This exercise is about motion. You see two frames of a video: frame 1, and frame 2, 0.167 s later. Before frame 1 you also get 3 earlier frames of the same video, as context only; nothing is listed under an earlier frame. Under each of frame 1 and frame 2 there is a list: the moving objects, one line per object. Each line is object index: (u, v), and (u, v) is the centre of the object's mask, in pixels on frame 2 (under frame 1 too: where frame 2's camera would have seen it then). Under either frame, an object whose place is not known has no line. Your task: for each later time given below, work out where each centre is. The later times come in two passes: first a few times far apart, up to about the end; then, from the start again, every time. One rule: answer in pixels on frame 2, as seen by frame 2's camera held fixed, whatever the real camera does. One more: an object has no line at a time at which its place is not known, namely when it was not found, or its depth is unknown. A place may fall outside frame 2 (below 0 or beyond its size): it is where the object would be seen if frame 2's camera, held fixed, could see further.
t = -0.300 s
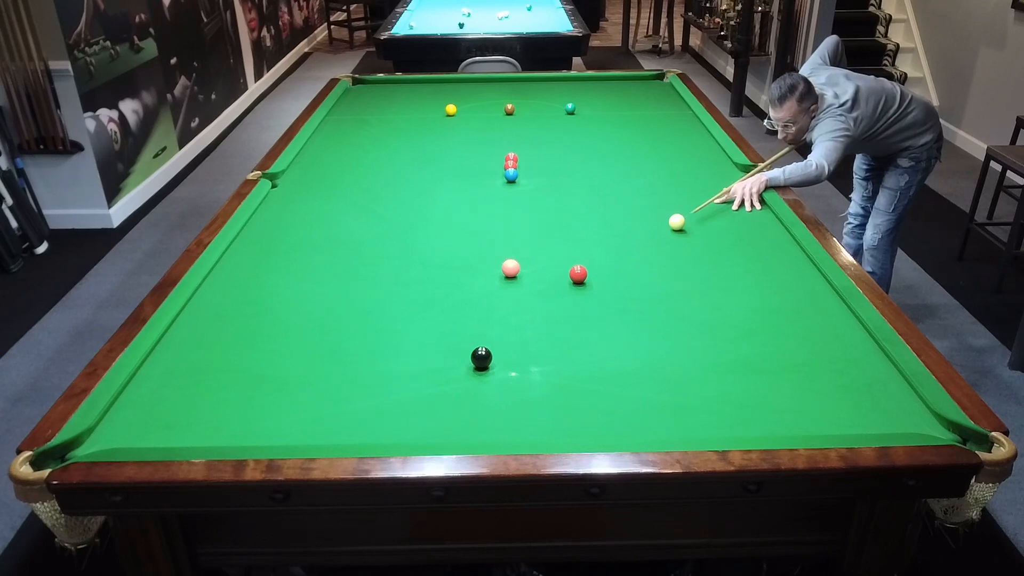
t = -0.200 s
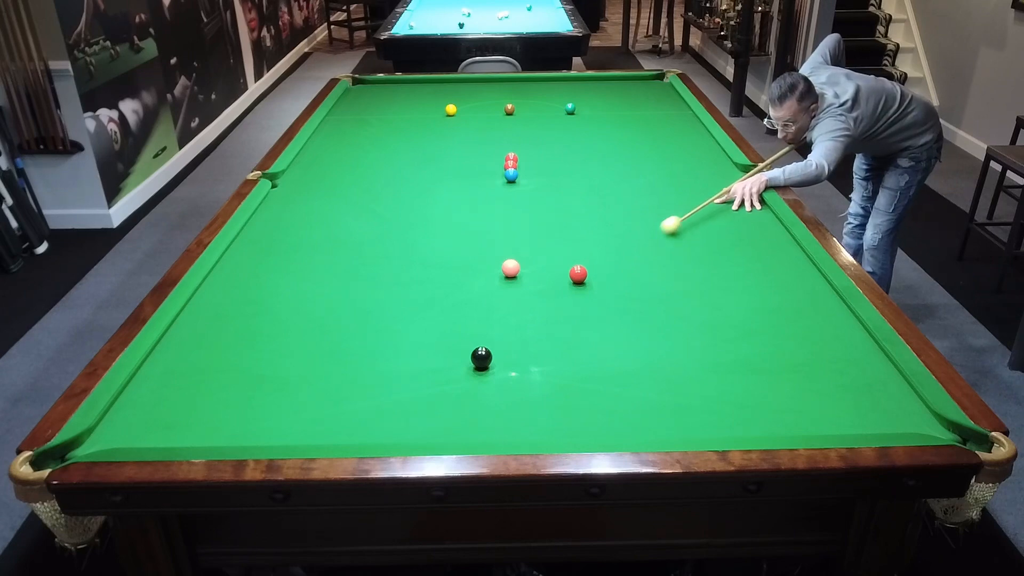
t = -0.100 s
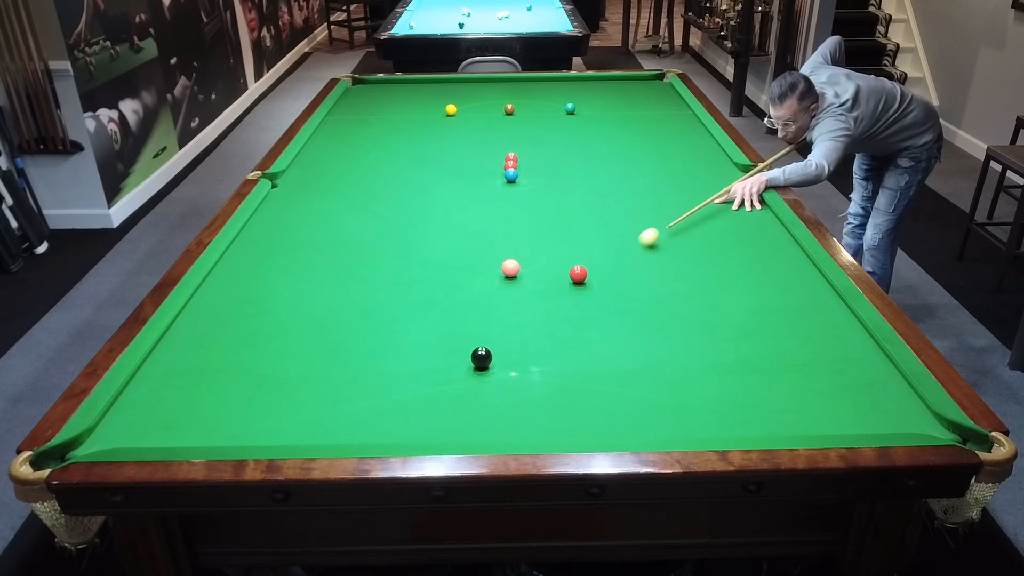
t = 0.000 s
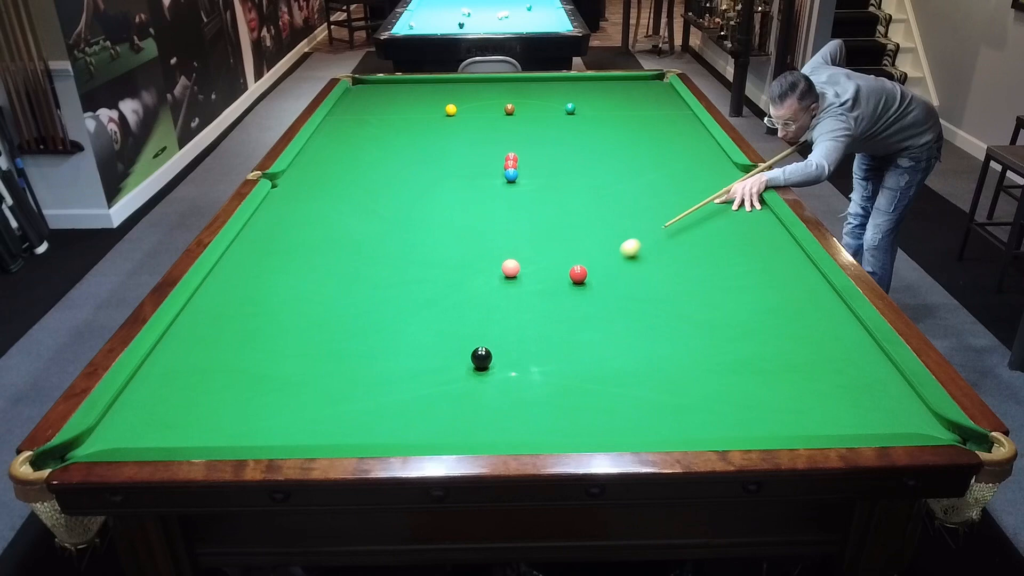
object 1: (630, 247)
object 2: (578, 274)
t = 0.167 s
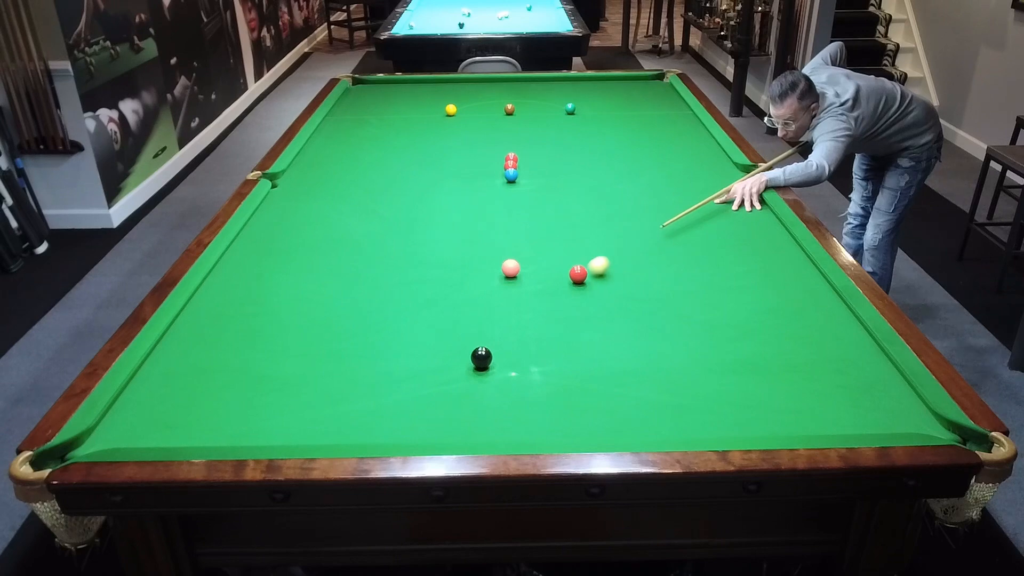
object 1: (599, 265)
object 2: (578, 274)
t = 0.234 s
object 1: (594, 271)
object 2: (570, 276)
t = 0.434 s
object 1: (593, 280)
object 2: (531, 289)
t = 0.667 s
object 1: (592, 292)
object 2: (489, 302)
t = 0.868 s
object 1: (591, 302)
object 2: (452, 314)
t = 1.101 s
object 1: (589, 312)
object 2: (409, 328)
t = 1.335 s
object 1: (587, 322)
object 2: (365, 342)
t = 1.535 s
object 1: (586, 331)
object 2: (327, 354)
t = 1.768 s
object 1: (585, 339)
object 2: (282, 368)
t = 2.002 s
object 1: (585, 347)
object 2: (238, 382)
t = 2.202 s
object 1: (585, 353)
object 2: (200, 394)
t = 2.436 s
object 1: (584, 359)
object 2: (156, 407)
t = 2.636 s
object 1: (584, 363)
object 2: (119, 418)
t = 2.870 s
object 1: (584, 366)
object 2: (119, 428)
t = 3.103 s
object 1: (583, 368)
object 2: (131, 435)
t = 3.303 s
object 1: (583, 369)
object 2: (141, 438)
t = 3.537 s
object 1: (583, 368)
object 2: (153, 439)
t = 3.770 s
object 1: (583, 368)
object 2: (163, 437)
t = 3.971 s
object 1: (583, 368)
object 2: (170, 436)
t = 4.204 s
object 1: (583, 368)
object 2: (175, 435)
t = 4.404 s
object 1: (583, 368)
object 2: (177, 435)
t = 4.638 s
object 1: (583, 368)
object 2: (177, 435)
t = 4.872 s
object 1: (583, 368)
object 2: (177, 435)
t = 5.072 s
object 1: (583, 368)
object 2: (177, 435)
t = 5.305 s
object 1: (583, 368)
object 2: (177, 435)
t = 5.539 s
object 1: (583, 368)
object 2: (177, 435)
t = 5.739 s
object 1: (583, 368)
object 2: (177, 435)
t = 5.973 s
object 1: (583, 368)
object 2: (177, 435)
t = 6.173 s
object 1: (583, 368)
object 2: (177, 435)
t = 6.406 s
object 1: (583, 368)
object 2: (177, 435)
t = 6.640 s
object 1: (583, 369)
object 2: (177, 435)
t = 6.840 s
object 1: (583, 368)
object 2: (177, 435)
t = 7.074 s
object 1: (583, 369)
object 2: (177, 435)
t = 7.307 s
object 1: (583, 368)
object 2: (177, 435)
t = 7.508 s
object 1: (583, 368)
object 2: (177, 435)
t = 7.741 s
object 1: (583, 368)
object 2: (177, 435)
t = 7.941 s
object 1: (583, 368)
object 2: (177, 435)
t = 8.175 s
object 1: (583, 368)
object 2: (177, 435)
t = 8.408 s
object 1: (583, 368)
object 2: (177, 435)
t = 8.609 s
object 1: (583, 368)
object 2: (177, 435)
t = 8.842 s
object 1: (583, 368)
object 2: (177, 435)
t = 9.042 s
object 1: (583, 368)
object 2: (177, 435)
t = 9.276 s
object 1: (583, 368)
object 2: (177, 435)
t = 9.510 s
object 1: (583, 368)
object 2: (177, 435)
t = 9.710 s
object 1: (583, 368)
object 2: (177, 435)
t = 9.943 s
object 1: (583, 368)
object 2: (177, 435)
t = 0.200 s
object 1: (593, 269)
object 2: (577, 274)
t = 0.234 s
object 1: (594, 271)
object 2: (570, 276)
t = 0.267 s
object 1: (594, 272)
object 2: (562, 278)
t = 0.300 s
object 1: (594, 273)
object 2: (555, 281)
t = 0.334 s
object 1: (594, 275)
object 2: (549, 283)
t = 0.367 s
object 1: (594, 277)
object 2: (543, 285)
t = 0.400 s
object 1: (594, 279)
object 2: (537, 287)
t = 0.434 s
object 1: (593, 280)
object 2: (531, 289)
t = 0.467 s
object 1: (593, 282)
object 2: (525, 291)
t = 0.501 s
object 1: (593, 284)
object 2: (520, 292)
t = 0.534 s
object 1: (593, 285)
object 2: (513, 294)
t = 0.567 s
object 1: (592, 287)
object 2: (507, 296)
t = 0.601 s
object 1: (592, 289)
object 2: (501, 298)
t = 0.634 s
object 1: (592, 290)
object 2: (495, 300)
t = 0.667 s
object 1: (592, 292)
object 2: (489, 302)
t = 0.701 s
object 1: (592, 294)
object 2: (483, 304)
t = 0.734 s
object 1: (591, 295)
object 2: (477, 306)
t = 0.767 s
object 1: (591, 297)
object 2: (471, 308)
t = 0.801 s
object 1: (591, 298)
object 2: (464, 310)
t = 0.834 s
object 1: (591, 300)
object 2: (458, 312)
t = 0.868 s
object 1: (591, 302)
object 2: (452, 314)
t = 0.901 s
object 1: (590, 303)
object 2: (446, 316)
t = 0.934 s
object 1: (590, 305)
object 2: (440, 318)
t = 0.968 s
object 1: (590, 306)
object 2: (433, 320)
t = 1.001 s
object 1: (590, 308)
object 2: (427, 322)
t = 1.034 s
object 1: (589, 309)
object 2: (421, 324)
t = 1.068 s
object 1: (589, 311)
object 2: (415, 326)
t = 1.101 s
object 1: (589, 312)
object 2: (409, 328)
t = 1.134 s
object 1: (589, 314)
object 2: (402, 330)
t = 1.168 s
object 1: (588, 315)
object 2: (396, 332)
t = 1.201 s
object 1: (588, 317)
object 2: (390, 334)
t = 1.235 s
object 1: (588, 318)
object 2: (383, 336)
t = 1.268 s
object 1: (588, 320)
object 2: (377, 338)
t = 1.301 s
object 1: (587, 321)
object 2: (371, 340)
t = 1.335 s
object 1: (587, 322)
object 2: (365, 342)
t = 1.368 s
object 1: (587, 324)
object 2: (358, 344)
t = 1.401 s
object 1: (587, 325)
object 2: (352, 346)
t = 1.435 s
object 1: (586, 327)
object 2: (345, 348)
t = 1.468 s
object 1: (586, 328)
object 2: (339, 350)
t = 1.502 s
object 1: (586, 329)
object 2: (333, 352)
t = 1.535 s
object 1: (586, 331)
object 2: (327, 354)
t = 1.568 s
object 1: (586, 332)
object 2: (320, 356)
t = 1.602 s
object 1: (586, 333)
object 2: (314, 358)
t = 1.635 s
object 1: (586, 334)
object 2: (307, 360)
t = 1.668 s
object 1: (586, 336)
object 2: (301, 362)
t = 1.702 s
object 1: (585, 337)
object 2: (294, 364)
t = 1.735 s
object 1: (585, 338)
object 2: (288, 366)
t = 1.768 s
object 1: (585, 339)
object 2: (282, 368)
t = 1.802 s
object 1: (585, 341)
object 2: (276, 370)
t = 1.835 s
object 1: (585, 342)
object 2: (269, 372)
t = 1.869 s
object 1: (585, 343)
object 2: (263, 374)
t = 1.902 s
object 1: (585, 344)
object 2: (257, 376)
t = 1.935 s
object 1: (585, 345)
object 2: (250, 378)
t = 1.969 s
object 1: (585, 346)
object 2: (244, 380)
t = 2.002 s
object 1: (585, 347)
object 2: (238, 382)
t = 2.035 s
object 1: (585, 348)
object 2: (231, 384)
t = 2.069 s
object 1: (585, 349)
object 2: (225, 386)
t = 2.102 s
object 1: (585, 350)
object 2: (219, 388)
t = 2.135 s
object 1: (585, 351)
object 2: (212, 390)
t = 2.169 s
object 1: (585, 352)
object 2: (206, 391)
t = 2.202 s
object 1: (585, 353)
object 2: (200, 394)
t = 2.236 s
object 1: (585, 354)
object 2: (193, 396)
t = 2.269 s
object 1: (585, 355)
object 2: (187, 398)
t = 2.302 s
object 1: (585, 356)
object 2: (181, 399)
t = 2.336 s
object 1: (585, 356)
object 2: (175, 401)
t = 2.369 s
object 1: (585, 357)
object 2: (169, 403)
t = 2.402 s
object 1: (585, 358)
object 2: (162, 405)
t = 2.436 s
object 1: (584, 359)
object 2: (156, 407)
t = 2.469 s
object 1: (585, 359)
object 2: (150, 409)
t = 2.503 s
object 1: (584, 360)
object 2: (144, 411)
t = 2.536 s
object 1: (584, 361)
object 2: (138, 413)
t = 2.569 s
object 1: (584, 361)
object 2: (132, 415)
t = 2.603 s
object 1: (584, 362)
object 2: (125, 417)
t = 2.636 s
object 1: (584, 363)
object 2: (119, 418)
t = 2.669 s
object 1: (584, 363)
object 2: (113, 420)
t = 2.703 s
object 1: (584, 364)
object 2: (109, 422)
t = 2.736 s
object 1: (584, 364)
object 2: (111, 424)
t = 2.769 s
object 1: (584, 365)
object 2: (113, 425)
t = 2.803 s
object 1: (584, 365)
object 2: (115, 426)
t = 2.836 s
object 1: (584, 366)
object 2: (117, 427)
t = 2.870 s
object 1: (584, 366)
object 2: (119, 428)
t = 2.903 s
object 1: (584, 366)
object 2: (121, 429)
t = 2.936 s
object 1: (584, 367)
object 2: (122, 431)
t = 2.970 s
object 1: (584, 367)
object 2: (124, 432)
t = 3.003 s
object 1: (584, 367)
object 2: (126, 433)
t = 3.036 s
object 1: (584, 367)
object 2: (128, 433)
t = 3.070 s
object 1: (583, 368)
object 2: (130, 434)
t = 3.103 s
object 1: (583, 368)
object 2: (131, 435)
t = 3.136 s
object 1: (583, 368)
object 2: (133, 436)
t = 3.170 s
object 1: (583, 368)
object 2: (135, 436)
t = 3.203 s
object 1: (583, 368)
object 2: (137, 437)
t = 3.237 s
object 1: (583, 368)
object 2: (138, 437)
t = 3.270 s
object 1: (583, 369)
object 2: (140, 438)
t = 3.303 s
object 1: (583, 369)
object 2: (141, 438)
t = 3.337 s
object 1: (583, 369)
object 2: (143, 439)
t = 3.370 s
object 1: (583, 369)
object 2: (144, 439)
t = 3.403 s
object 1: (583, 369)
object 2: (146, 440)
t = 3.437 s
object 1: (583, 369)
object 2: (147, 440)
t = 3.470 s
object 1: (583, 369)
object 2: (149, 439)
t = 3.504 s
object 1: (583, 368)
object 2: (151, 439)
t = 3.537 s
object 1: (583, 368)
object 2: (153, 439)
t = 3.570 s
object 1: (583, 368)
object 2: (155, 439)
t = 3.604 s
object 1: (583, 368)
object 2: (156, 438)
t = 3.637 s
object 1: (583, 368)
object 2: (158, 438)
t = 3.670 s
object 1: (583, 368)
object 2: (159, 438)
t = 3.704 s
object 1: (583, 368)
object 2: (161, 437)
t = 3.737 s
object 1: (583, 368)
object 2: (162, 437)
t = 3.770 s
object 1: (583, 368)
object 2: (163, 437)
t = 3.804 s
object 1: (583, 368)
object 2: (165, 437)
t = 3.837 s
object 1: (583, 368)
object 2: (166, 437)
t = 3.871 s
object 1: (583, 368)
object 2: (167, 437)
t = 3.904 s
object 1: (583, 368)
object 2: (168, 436)
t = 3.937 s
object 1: (583, 368)
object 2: (169, 436)
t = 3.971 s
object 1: (583, 368)
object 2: (170, 436)
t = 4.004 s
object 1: (583, 368)
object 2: (171, 436)
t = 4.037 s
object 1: (583, 368)
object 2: (172, 436)
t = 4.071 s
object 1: (583, 368)
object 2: (173, 436)
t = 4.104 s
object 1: (583, 368)
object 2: (174, 436)
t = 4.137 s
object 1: (583, 368)
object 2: (174, 435)
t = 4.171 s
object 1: (583, 368)
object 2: (175, 435)
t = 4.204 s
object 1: (583, 368)
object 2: (175, 435)
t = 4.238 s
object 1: (583, 368)
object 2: (176, 435)
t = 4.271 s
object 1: (583, 368)
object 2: (176, 435)
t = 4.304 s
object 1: (583, 368)
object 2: (177, 435)
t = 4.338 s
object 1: (583, 368)
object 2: (177, 435)
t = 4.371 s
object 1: (583, 368)
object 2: (177, 435)
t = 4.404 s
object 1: (583, 368)
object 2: (177, 435)
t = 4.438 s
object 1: (583, 368)
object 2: (177, 435)
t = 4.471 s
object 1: (583, 368)
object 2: (177, 435)
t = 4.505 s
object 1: (583, 368)
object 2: (177, 435)
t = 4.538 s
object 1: (583, 368)
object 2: (177, 435)
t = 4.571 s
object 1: (583, 368)
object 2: (177, 435)
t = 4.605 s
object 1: (583, 368)
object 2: (177, 435)
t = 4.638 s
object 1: (583, 368)
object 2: (177, 435)
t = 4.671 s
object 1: (583, 368)
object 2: (177, 435)
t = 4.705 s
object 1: (583, 368)
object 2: (177, 435)
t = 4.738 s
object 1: (583, 368)
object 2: (177, 435)
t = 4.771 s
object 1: (583, 368)
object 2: (177, 435)
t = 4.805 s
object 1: (583, 368)
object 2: (177, 435)
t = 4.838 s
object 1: (583, 368)
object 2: (177, 435)
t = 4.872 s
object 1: (583, 368)
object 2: (177, 435)
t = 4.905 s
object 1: (583, 368)
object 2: (177, 435)
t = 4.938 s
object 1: (583, 368)
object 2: (177, 435)
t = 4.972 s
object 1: (583, 368)
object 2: (177, 435)
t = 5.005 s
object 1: (583, 368)
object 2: (177, 435)
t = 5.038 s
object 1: (583, 368)
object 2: (177, 435)
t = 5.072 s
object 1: (583, 368)
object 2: (177, 435)
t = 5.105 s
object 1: (583, 368)
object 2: (177, 435)
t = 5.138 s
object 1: (583, 368)
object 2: (177, 435)
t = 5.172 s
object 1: (583, 368)
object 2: (177, 435)
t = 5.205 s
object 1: (583, 368)
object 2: (177, 435)
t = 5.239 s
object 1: (583, 368)
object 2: (177, 435)
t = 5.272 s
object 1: (583, 368)
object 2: (177, 435)
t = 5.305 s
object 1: (583, 368)
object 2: (177, 435)
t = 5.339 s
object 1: (583, 368)
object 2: (177, 435)
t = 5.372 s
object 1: (583, 368)
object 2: (177, 435)
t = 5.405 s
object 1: (583, 368)
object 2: (177, 435)
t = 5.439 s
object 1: (583, 368)
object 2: (177, 435)
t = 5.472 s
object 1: (583, 368)
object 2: (177, 435)
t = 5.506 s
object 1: (583, 368)
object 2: (177, 435)
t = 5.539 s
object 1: (583, 368)
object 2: (177, 435)
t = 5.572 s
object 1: (583, 368)
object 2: (177, 435)
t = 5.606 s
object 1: (583, 368)
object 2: (177, 435)
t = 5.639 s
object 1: (583, 368)
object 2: (177, 435)
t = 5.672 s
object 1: (583, 368)
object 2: (177, 435)
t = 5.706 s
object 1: (583, 368)
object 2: (177, 435)
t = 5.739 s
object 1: (583, 368)
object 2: (177, 435)
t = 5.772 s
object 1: (583, 368)
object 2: (177, 435)
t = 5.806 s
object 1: (583, 368)
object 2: (177, 435)
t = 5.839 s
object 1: (583, 368)
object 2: (177, 435)
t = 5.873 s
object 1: (583, 368)
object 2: (177, 435)
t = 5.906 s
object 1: (583, 368)
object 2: (177, 435)
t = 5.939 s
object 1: (583, 368)
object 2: (177, 435)
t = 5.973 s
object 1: (583, 368)
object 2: (177, 435)
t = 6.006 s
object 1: (583, 368)
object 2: (177, 435)
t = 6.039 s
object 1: (583, 368)
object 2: (177, 435)
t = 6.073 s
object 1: (583, 368)
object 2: (177, 435)
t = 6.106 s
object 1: (583, 368)
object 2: (177, 435)
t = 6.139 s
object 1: (583, 368)
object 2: (177, 435)
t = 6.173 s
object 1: (583, 368)
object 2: (177, 435)
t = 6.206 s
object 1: (583, 368)
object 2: (177, 435)
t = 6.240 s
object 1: (583, 368)
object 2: (177, 435)
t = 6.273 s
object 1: (583, 368)
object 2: (177, 435)
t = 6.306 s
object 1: (583, 368)
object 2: (177, 435)
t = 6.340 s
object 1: (583, 368)
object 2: (177, 435)
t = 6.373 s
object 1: (583, 368)
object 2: (177, 435)
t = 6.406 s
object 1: (583, 368)
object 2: (177, 435)
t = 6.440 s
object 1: (583, 368)
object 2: (177, 435)
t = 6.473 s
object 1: (583, 368)
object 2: (177, 435)
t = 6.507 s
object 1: (583, 368)
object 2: (177, 435)
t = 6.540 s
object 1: (583, 369)
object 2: (177, 435)
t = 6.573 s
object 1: (583, 368)
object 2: (177, 435)
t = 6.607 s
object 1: (583, 369)
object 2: (177, 435)
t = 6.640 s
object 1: (583, 369)
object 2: (177, 435)
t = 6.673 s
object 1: (583, 369)
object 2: (177, 435)
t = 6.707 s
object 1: (583, 368)
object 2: (177, 435)
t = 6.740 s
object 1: (583, 369)
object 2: (177, 435)
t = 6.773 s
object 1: (583, 369)
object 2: (177, 435)
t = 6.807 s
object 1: (583, 369)
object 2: (177, 435)
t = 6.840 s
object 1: (583, 368)
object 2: (177, 435)
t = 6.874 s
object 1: (583, 369)
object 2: (177, 435)
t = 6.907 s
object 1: (583, 369)
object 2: (177, 435)
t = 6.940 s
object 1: (583, 369)
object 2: (177, 435)
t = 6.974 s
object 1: (583, 369)
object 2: (177, 435)
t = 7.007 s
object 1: (583, 368)
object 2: (177, 435)
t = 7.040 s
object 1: (583, 369)
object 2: (177, 435)
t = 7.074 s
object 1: (583, 369)
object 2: (177, 435)
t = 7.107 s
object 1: (583, 369)
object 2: (177, 435)
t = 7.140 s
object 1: (583, 368)
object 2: (177, 435)
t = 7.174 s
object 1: (583, 368)
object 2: (177, 435)
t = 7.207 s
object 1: (583, 368)
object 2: (177, 435)
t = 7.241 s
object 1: (583, 368)
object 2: (177, 435)
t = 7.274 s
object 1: (583, 368)
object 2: (177, 435)
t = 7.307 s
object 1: (583, 368)
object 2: (177, 435)
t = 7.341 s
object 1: (583, 368)
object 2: (177, 435)
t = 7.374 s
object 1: (583, 368)
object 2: (177, 435)
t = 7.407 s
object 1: (583, 368)
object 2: (177, 435)
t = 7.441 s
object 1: (583, 368)
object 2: (177, 435)
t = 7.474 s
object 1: (583, 368)
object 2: (177, 435)
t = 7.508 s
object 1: (583, 368)
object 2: (177, 435)
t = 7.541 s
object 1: (583, 369)
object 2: (177, 435)
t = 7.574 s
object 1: (583, 369)
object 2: (177, 435)
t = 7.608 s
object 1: (583, 368)
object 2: (177, 435)
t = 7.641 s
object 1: (583, 368)
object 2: (177, 435)
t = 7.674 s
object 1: (583, 368)
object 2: (177, 435)
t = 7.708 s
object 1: (583, 368)
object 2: (177, 435)
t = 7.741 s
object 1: (583, 368)
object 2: (177, 435)
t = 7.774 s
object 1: (583, 368)
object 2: (177, 435)
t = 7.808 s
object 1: (583, 368)
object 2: (177, 435)
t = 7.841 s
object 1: (583, 368)
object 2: (177, 435)
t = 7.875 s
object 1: (583, 368)
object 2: (177, 435)
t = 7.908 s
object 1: (583, 368)
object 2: (177, 435)
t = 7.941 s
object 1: (583, 368)
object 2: (177, 435)
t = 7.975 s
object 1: (583, 368)
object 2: (177, 435)
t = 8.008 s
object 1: (583, 368)
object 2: (177, 435)
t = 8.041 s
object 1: (583, 369)
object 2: (177, 435)
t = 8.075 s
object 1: (583, 369)
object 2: (177, 435)
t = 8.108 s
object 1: (583, 368)
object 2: (177, 435)
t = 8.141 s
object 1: (583, 368)
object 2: (177, 435)
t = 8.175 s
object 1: (583, 368)
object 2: (177, 435)
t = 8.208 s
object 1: (583, 368)
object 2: (177, 435)
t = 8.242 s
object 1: (583, 368)
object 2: (177, 435)
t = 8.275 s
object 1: (583, 368)
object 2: (177, 435)
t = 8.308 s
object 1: (583, 368)
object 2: (177, 435)
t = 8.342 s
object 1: (583, 368)
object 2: (177, 435)
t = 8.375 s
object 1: (583, 368)
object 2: (177, 435)
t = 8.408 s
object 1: (583, 368)
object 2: (177, 435)
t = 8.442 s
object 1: (583, 368)
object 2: (177, 435)
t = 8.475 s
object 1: (583, 368)
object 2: (177, 435)
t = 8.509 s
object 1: (583, 368)
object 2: (177, 435)
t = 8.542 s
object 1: (583, 368)
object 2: (177, 435)
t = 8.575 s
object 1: (583, 368)
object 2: (177, 435)
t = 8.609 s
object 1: (583, 368)
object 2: (177, 435)
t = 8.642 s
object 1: (583, 368)
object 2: (177, 435)
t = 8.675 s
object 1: (583, 368)
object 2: (177, 435)
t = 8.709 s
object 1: (583, 368)
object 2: (177, 435)
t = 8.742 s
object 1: (583, 368)
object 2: (177, 435)
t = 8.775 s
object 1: (583, 368)
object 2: (177, 435)
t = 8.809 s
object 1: (583, 368)
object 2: (177, 435)
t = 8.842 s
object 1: (583, 368)
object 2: (177, 435)
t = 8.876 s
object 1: (583, 368)
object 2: (177, 435)
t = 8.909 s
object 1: (583, 368)
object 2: (177, 435)
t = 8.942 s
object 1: (583, 368)
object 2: (177, 435)
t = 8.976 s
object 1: (583, 368)
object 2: (177, 435)
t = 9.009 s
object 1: (583, 368)
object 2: (177, 435)
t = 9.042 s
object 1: (583, 368)
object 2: (177, 435)
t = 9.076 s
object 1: (583, 368)
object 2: (177, 435)
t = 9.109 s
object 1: (583, 368)
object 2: (177, 435)
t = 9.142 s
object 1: (583, 368)
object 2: (177, 435)
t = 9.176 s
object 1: (583, 368)
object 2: (177, 435)
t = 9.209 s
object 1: (583, 368)
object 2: (177, 435)
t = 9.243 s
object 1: (583, 368)
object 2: (177, 435)
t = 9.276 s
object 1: (583, 368)
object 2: (177, 435)
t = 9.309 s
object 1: (583, 368)
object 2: (177, 435)
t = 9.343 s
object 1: (583, 368)
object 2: (177, 435)
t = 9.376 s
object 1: (583, 368)
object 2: (177, 435)
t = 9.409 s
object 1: (583, 368)
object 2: (177, 435)
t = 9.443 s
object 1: (583, 368)
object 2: (177, 435)
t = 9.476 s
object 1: (583, 368)
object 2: (177, 435)
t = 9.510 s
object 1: (583, 368)
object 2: (177, 435)
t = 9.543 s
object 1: (583, 368)
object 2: (177, 435)
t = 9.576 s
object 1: (583, 368)
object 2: (177, 435)
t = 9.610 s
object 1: (583, 368)
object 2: (177, 435)
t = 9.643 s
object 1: (583, 368)
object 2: (177, 435)
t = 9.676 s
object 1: (583, 368)
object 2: (177, 435)
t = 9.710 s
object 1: (583, 368)
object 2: (177, 435)
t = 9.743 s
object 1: (583, 368)
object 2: (177, 435)
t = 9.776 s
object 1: (583, 368)
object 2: (177, 435)
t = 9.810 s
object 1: (583, 368)
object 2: (177, 435)
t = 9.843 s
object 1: (583, 368)
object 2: (177, 435)
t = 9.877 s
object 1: (583, 368)
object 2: (177, 435)
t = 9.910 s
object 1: (583, 368)
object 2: (177, 435)
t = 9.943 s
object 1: (583, 368)
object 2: (177, 435)
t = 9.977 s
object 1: (583, 368)
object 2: (177, 435)
